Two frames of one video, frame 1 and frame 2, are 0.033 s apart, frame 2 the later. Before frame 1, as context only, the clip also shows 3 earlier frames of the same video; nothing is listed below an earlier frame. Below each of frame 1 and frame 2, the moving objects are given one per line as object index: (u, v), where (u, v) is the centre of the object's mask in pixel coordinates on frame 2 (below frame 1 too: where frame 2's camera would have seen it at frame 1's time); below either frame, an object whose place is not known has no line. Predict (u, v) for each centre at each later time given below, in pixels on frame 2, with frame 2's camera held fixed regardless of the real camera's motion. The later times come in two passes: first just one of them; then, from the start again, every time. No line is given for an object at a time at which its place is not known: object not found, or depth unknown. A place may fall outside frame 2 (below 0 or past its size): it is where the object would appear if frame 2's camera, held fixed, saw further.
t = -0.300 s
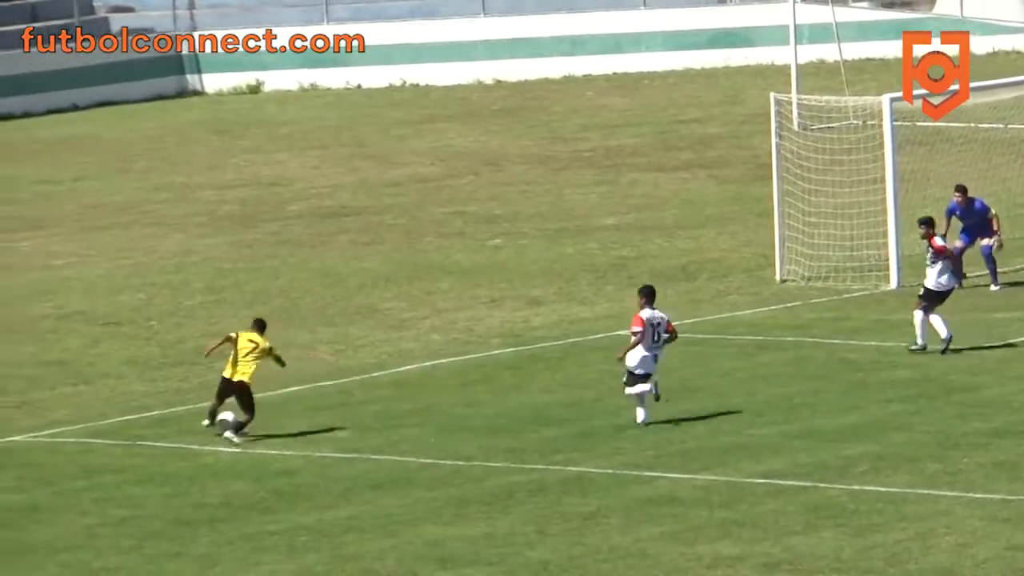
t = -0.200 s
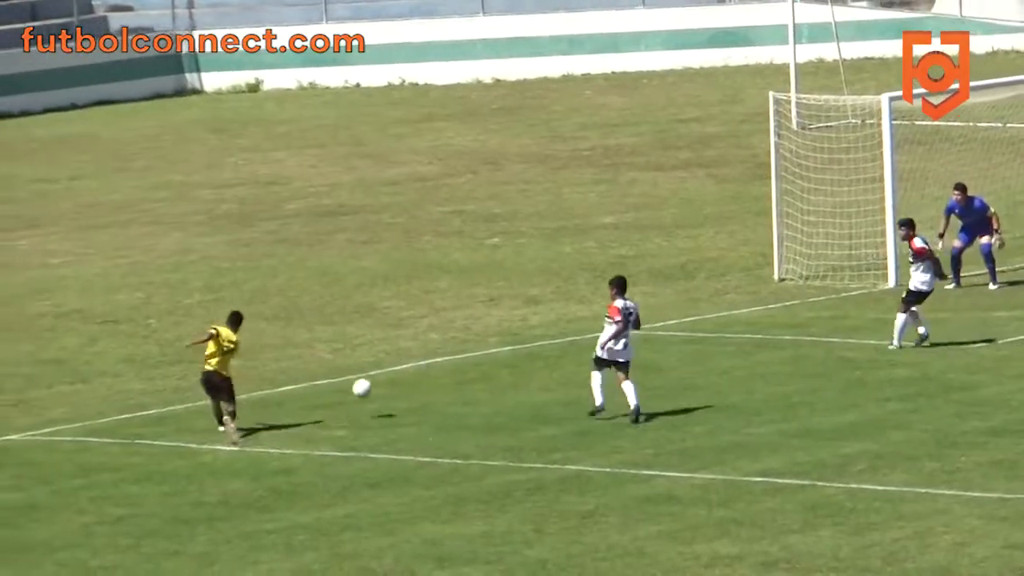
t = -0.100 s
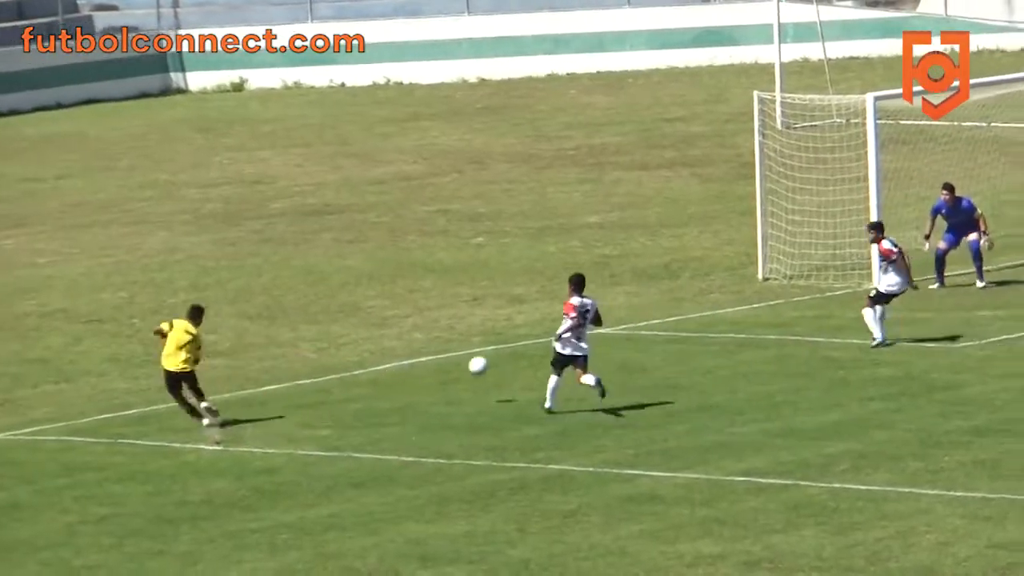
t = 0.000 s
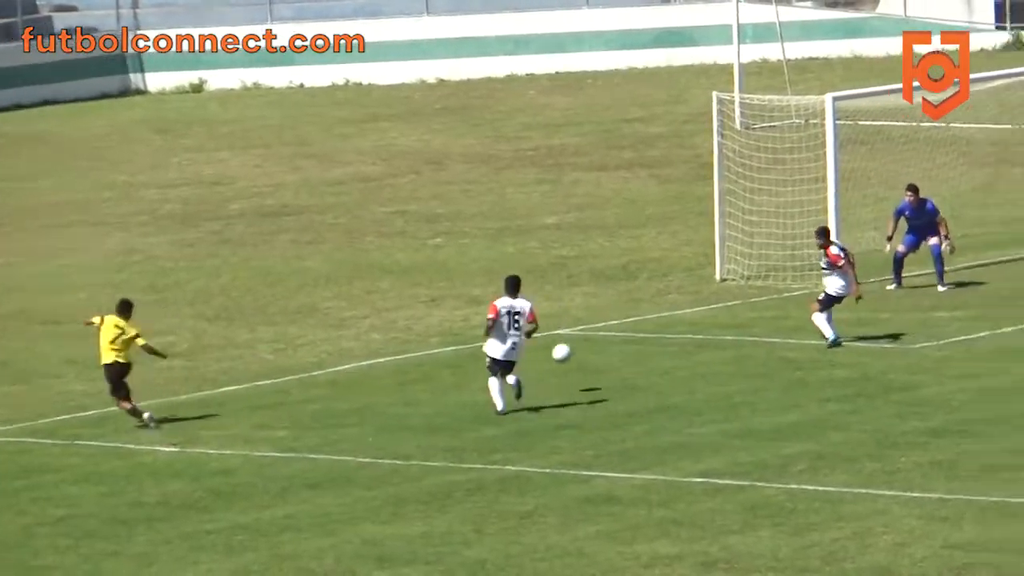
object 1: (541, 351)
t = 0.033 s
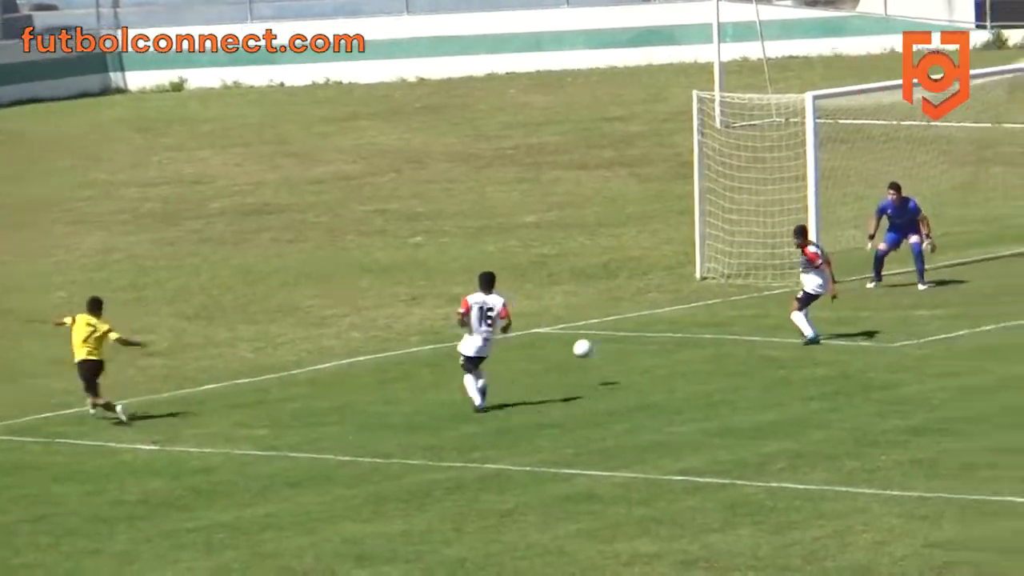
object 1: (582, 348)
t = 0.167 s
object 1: (738, 344)
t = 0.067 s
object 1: (622, 345)
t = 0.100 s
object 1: (662, 344)
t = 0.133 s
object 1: (700, 343)
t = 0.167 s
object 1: (738, 344)
